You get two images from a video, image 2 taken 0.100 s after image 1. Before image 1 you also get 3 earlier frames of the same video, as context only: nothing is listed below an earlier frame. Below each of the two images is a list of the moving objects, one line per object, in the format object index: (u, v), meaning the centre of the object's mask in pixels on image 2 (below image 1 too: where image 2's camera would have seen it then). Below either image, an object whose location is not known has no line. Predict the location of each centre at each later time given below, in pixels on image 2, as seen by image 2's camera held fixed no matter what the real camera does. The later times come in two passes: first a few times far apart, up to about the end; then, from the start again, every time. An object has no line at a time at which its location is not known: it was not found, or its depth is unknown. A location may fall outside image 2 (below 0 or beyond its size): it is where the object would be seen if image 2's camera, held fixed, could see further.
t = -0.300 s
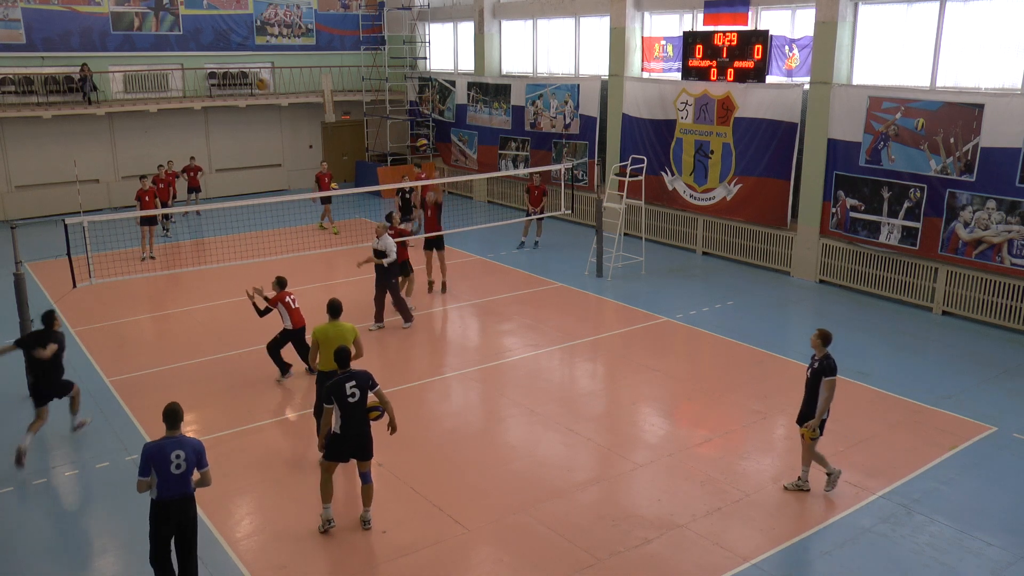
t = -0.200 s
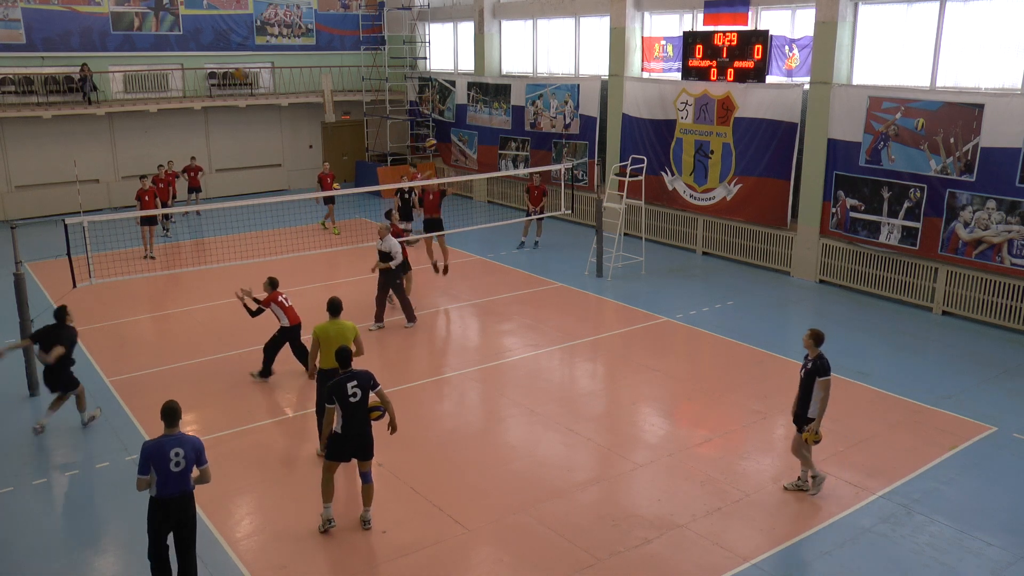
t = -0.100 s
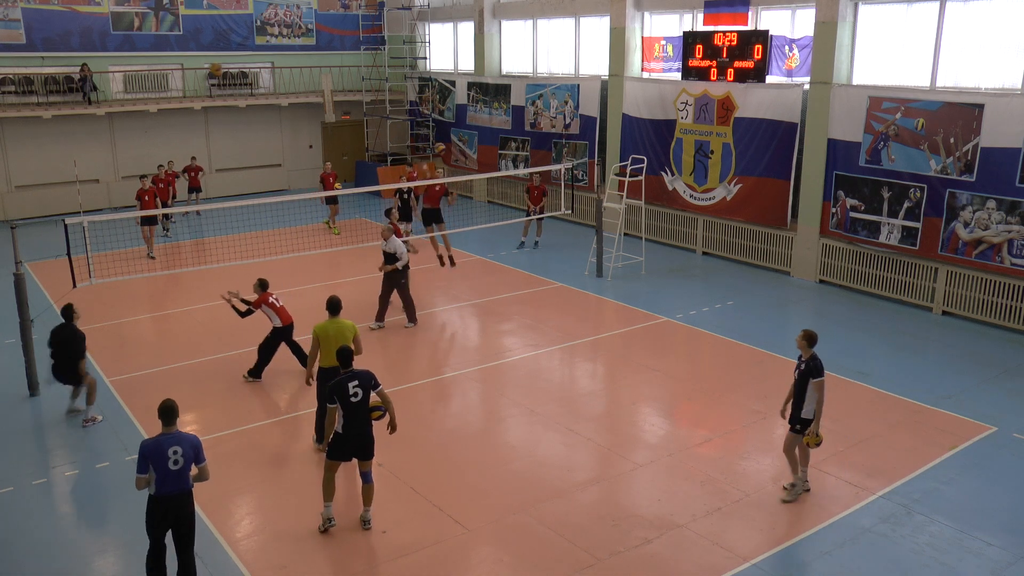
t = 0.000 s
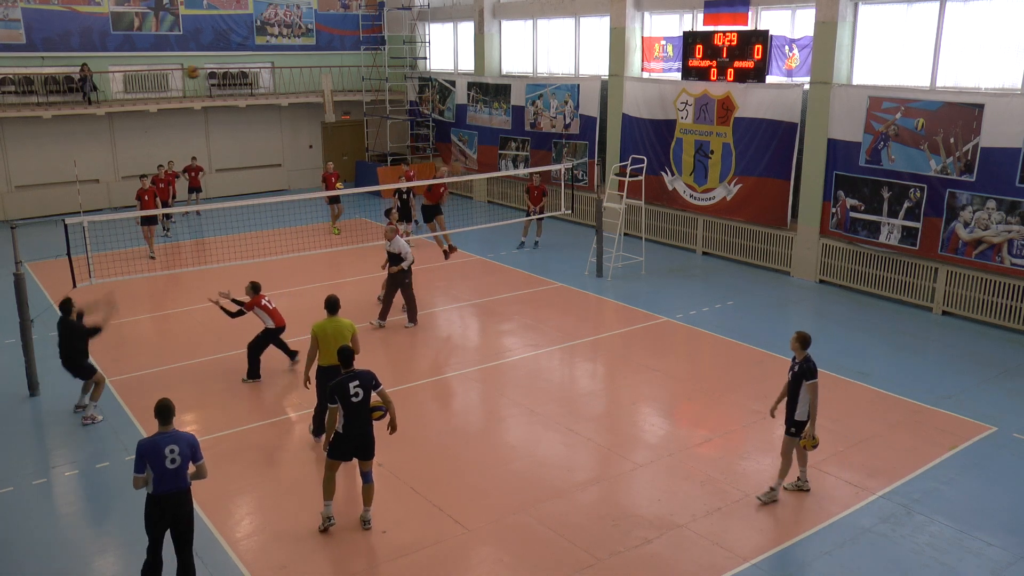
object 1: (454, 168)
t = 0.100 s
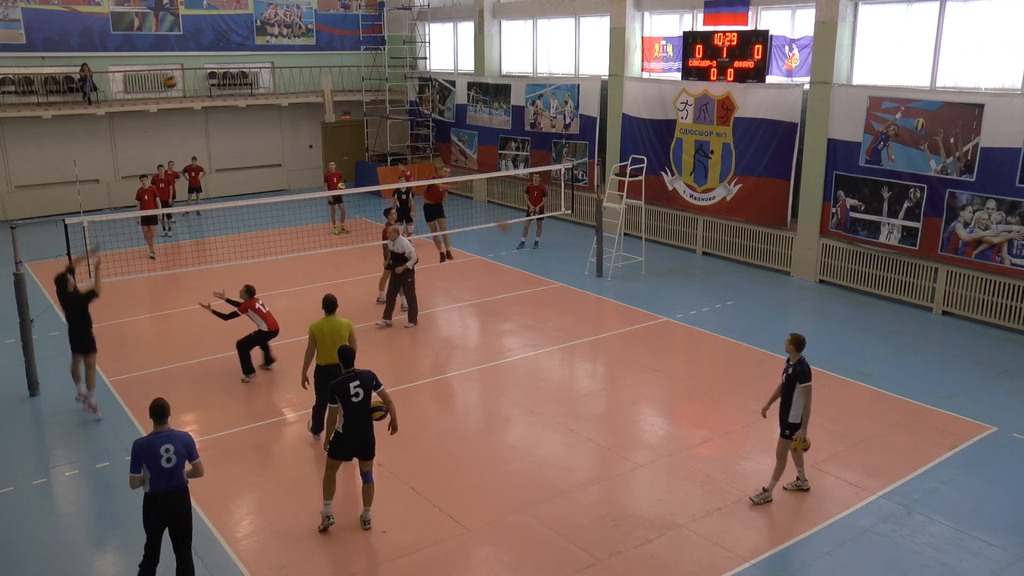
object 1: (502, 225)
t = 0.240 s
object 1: (573, 322)
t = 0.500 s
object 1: (680, 322)
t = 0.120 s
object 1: (512, 238)
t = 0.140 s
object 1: (522, 251)
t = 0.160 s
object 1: (532, 264)
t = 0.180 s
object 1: (542, 278)
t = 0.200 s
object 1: (552, 293)
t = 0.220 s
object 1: (562, 307)
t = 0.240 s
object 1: (573, 322)
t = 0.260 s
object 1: (585, 339)
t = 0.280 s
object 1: (595, 354)
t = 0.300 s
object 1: (606, 369)
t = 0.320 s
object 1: (612, 364)
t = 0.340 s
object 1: (619, 358)
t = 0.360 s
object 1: (626, 353)
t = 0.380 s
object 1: (633, 347)
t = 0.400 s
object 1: (640, 343)
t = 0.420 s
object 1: (648, 339)
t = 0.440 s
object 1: (656, 334)
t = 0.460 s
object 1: (664, 330)
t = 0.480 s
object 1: (672, 326)
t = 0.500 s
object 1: (680, 322)
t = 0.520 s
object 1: (687, 319)
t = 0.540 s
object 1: (695, 316)
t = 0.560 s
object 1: (704, 313)
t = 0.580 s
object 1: (712, 310)
